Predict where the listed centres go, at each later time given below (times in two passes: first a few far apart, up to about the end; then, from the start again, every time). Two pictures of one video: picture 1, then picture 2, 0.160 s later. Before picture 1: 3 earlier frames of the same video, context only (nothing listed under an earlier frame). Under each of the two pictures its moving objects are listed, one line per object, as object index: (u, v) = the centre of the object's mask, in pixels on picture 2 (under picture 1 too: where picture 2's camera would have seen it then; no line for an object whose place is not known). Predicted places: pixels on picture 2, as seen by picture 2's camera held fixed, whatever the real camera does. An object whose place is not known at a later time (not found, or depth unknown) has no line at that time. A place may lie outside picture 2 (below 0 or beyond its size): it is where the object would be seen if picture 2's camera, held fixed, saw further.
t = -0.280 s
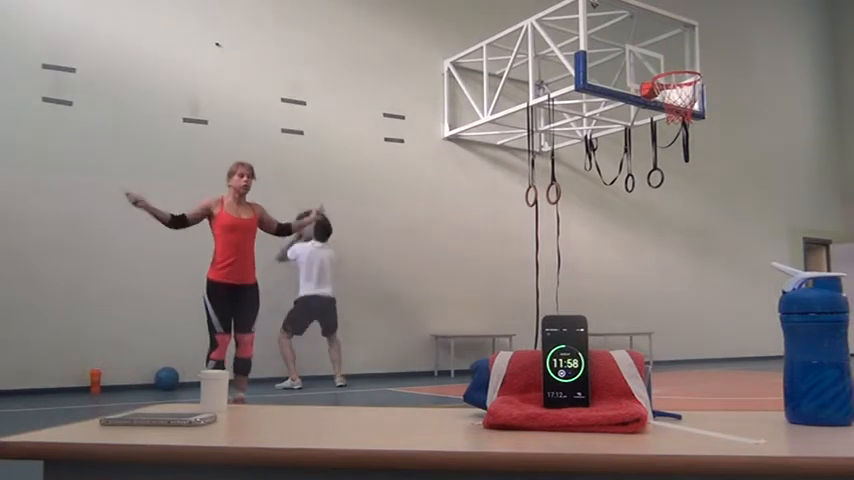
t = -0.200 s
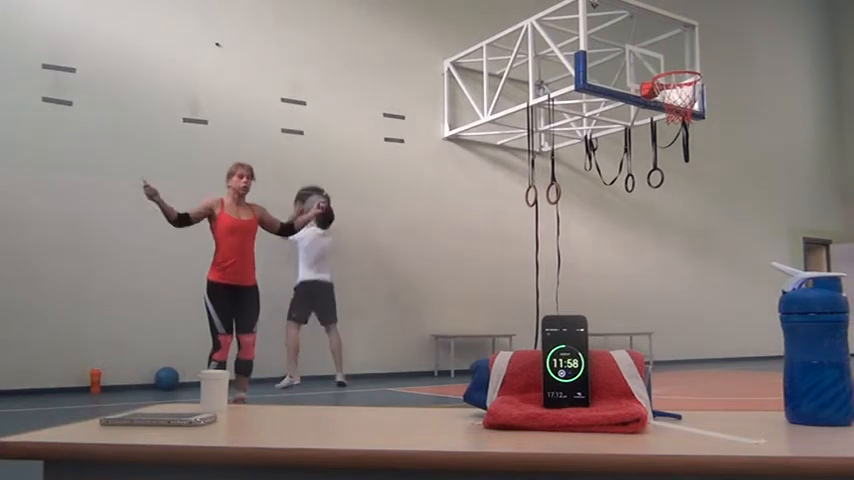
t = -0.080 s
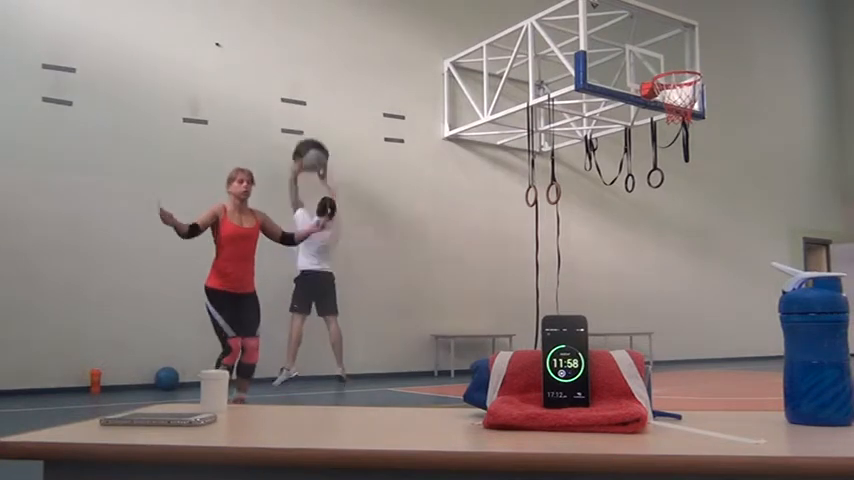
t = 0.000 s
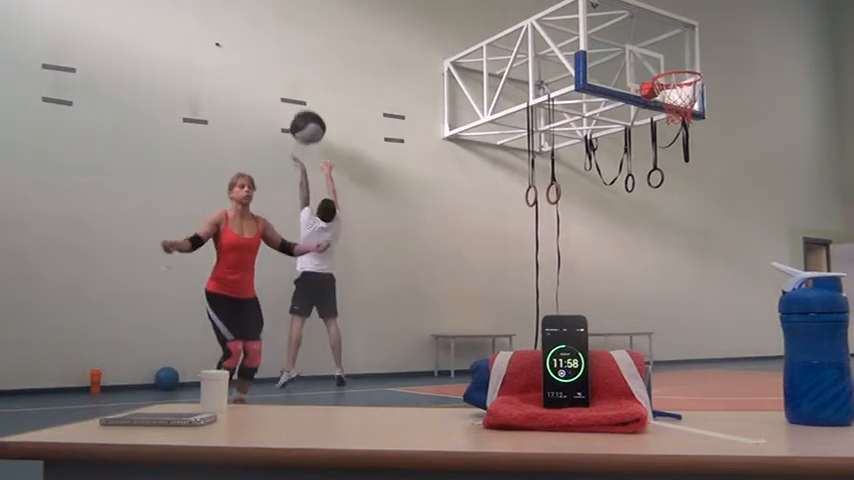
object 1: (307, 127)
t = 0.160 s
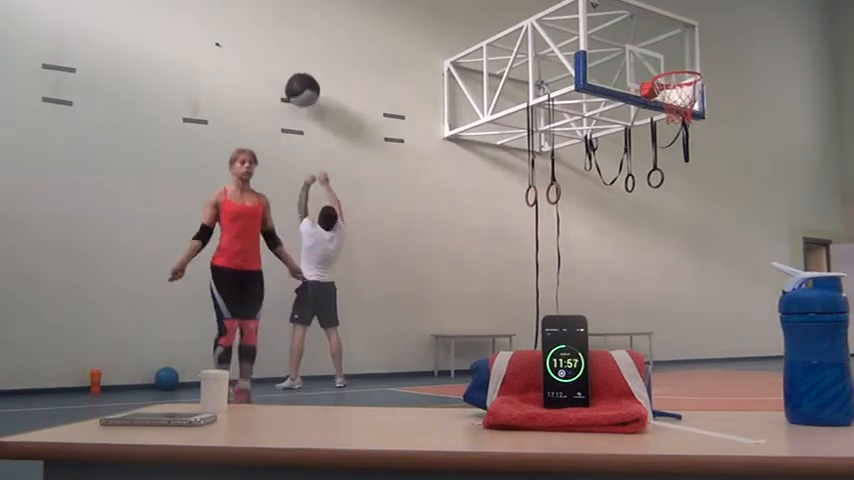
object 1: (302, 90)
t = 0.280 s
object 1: (298, 77)
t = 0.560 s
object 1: (299, 92)
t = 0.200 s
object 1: (300, 85)
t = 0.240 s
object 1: (299, 80)
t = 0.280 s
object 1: (298, 77)
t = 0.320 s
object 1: (297, 77)
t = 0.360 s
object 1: (297, 77)
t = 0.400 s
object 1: (297, 77)
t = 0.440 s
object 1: (298, 78)
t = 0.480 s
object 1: (299, 82)
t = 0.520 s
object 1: (299, 85)
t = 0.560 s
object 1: (299, 92)
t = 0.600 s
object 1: (300, 99)
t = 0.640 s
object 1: (301, 109)
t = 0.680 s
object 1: (302, 119)
